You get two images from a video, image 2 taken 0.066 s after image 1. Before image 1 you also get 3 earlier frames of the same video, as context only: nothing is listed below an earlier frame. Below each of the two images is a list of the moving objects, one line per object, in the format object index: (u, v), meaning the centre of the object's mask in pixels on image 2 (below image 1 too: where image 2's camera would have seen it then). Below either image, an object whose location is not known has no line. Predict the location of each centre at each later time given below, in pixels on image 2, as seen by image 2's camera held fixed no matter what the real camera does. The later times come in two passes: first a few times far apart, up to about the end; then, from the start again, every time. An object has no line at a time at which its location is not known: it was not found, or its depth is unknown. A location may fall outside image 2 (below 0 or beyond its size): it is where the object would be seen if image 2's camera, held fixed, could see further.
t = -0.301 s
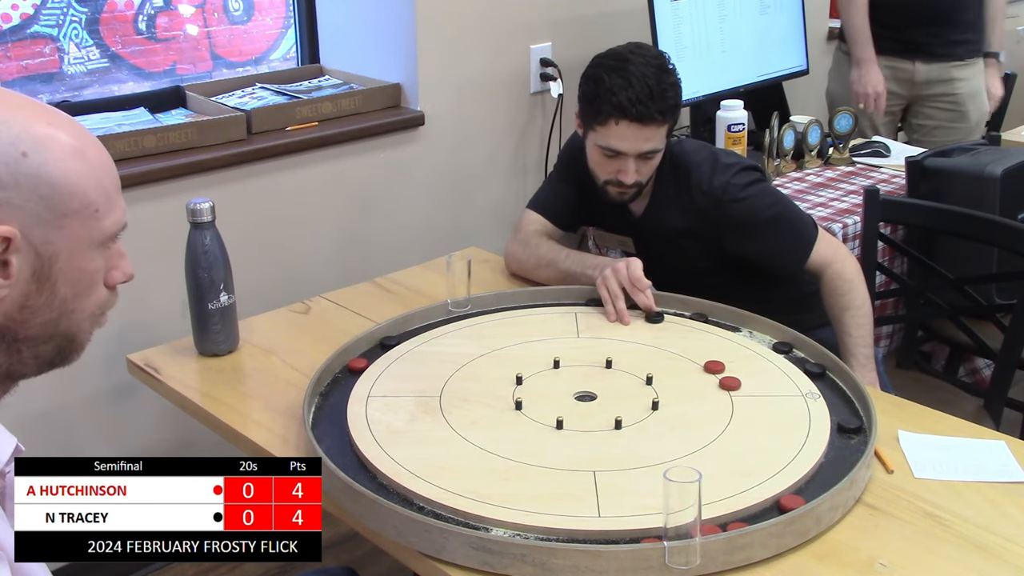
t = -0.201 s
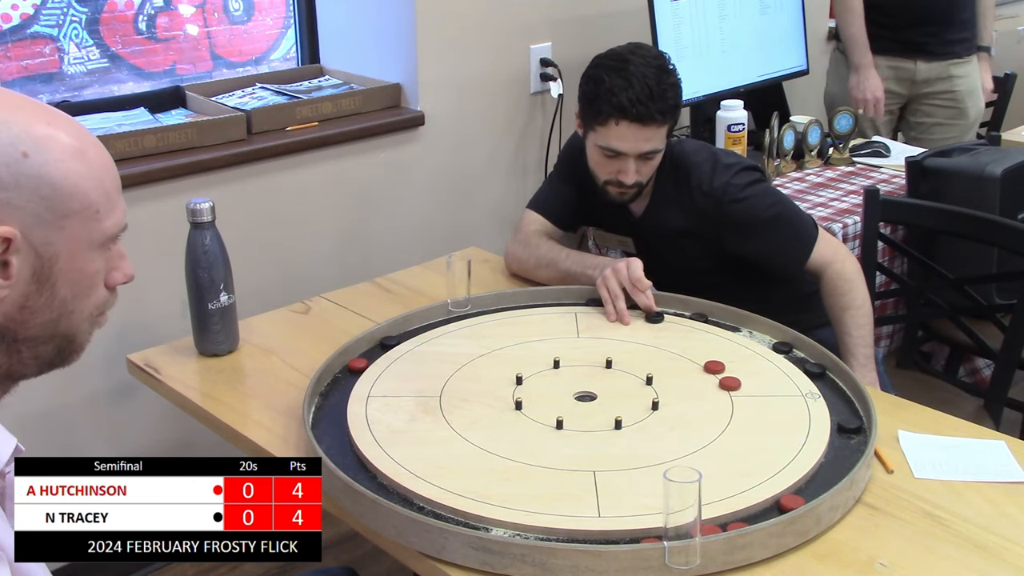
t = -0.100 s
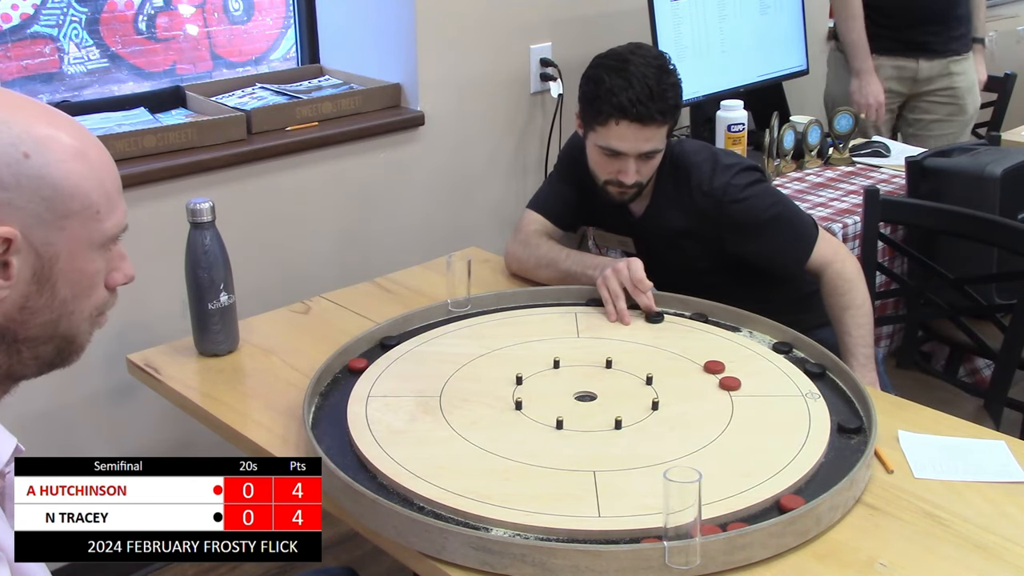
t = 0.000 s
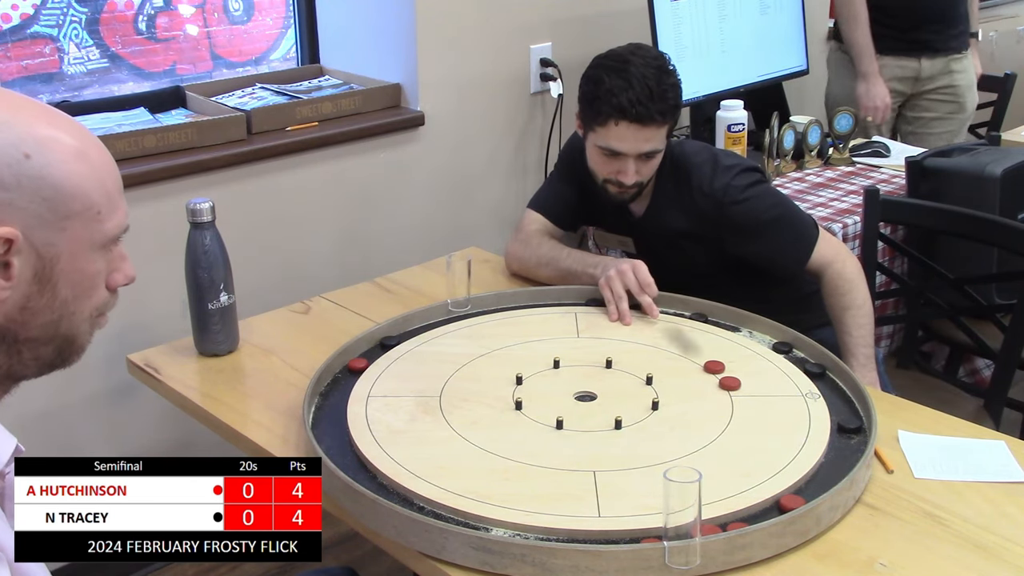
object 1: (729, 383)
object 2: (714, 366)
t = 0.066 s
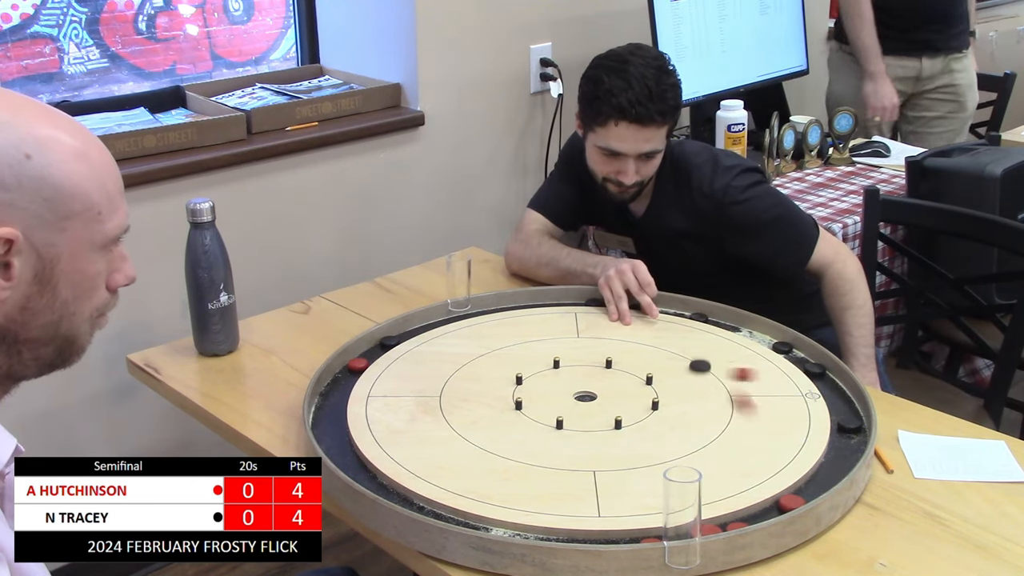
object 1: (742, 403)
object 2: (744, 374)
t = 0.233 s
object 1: (793, 497)
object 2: (820, 378)
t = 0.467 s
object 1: (728, 522)
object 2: (831, 386)
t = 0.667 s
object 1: (711, 526)
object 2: (829, 386)
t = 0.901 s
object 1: (709, 529)
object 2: (828, 386)
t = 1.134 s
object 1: (706, 529)
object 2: (828, 385)
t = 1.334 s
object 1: (705, 529)
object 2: (828, 386)
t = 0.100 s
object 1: (756, 422)
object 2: (761, 374)
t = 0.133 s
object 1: (771, 443)
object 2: (776, 375)
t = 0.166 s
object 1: (785, 464)
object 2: (793, 376)
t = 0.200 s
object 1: (805, 490)
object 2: (809, 376)
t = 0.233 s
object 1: (793, 497)
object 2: (820, 378)
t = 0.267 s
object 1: (771, 499)
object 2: (832, 382)
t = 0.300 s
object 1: (755, 505)
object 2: (828, 383)
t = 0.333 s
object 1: (747, 510)
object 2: (826, 385)
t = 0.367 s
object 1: (741, 512)
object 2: (829, 386)
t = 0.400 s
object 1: (735, 514)
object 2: (832, 386)
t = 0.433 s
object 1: (731, 519)
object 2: (832, 386)
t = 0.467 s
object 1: (728, 522)
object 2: (831, 386)
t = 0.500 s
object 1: (724, 524)
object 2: (829, 386)
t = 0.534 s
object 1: (720, 524)
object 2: (829, 386)
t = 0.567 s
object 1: (717, 525)
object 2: (829, 386)
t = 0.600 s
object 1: (715, 525)
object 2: (829, 386)
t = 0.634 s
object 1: (712, 526)
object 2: (829, 386)
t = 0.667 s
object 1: (711, 526)
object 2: (829, 386)
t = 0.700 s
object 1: (706, 529)
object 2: (829, 386)
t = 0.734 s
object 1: (709, 529)
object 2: (829, 386)
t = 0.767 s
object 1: (709, 529)
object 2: (829, 386)
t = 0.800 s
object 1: (710, 529)
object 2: (829, 386)
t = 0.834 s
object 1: (709, 529)
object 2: (828, 386)
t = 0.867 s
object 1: (709, 529)
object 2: (829, 386)
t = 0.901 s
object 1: (709, 529)
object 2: (828, 386)
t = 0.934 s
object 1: (709, 529)
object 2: (828, 386)
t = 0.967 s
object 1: (707, 529)
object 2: (829, 386)
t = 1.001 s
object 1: (707, 529)
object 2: (828, 386)
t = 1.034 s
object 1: (707, 529)
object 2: (828, 385)
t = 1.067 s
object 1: (707, 529)
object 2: (828, 386)
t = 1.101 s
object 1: (706, 529)
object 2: (828, 385)
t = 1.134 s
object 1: (706, 529)
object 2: (828, 385)
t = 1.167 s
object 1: (705, 529)
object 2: (828, 385)
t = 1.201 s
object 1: (705, 529)
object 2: (828, 385)
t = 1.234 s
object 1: (706, 529)
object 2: (828, 385)
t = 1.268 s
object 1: (705, 529)
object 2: (828, 385)
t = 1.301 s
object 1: (705, 529)
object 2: (828, 385)
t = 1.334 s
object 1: (705, 529)
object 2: (828, 386)
